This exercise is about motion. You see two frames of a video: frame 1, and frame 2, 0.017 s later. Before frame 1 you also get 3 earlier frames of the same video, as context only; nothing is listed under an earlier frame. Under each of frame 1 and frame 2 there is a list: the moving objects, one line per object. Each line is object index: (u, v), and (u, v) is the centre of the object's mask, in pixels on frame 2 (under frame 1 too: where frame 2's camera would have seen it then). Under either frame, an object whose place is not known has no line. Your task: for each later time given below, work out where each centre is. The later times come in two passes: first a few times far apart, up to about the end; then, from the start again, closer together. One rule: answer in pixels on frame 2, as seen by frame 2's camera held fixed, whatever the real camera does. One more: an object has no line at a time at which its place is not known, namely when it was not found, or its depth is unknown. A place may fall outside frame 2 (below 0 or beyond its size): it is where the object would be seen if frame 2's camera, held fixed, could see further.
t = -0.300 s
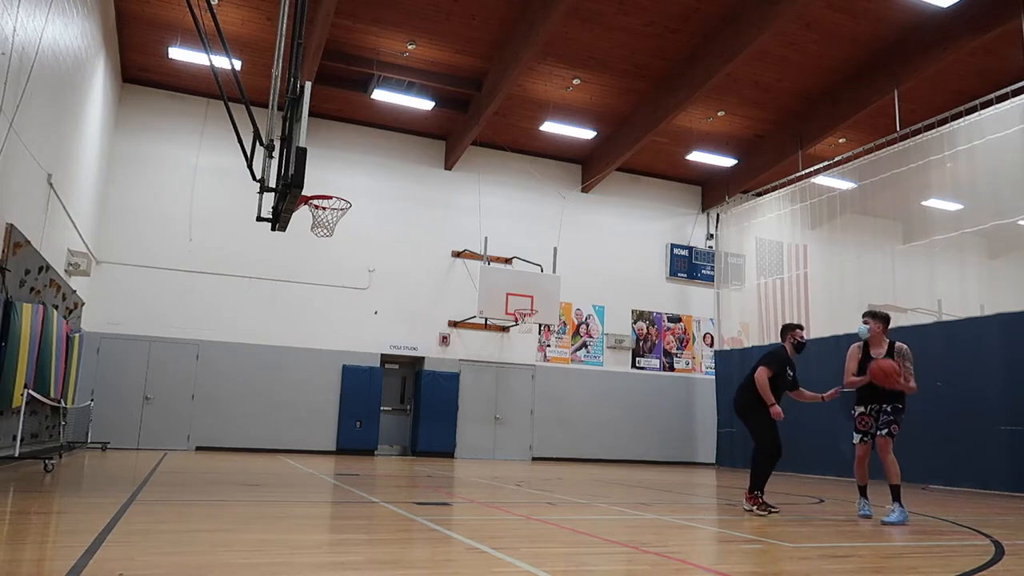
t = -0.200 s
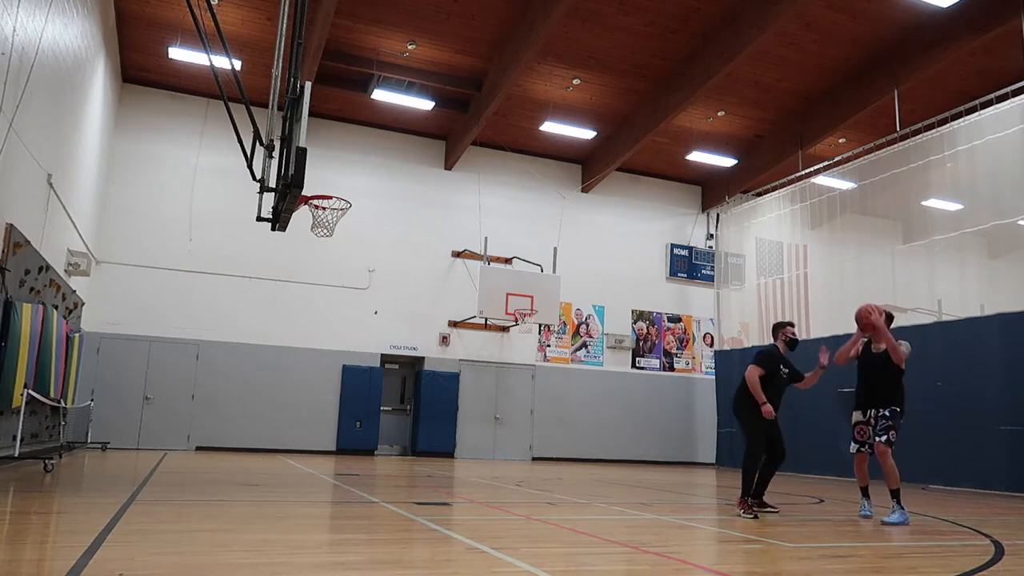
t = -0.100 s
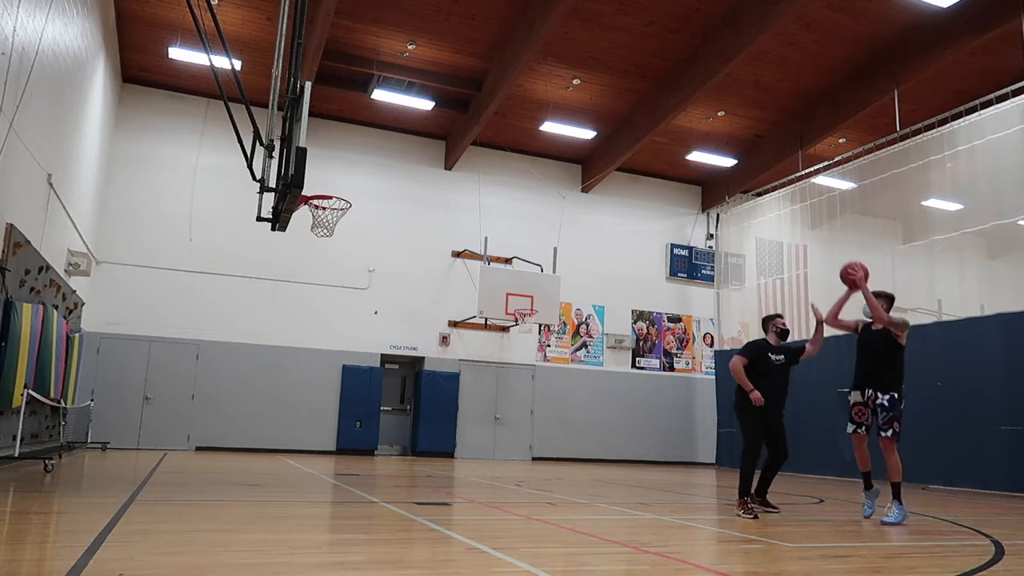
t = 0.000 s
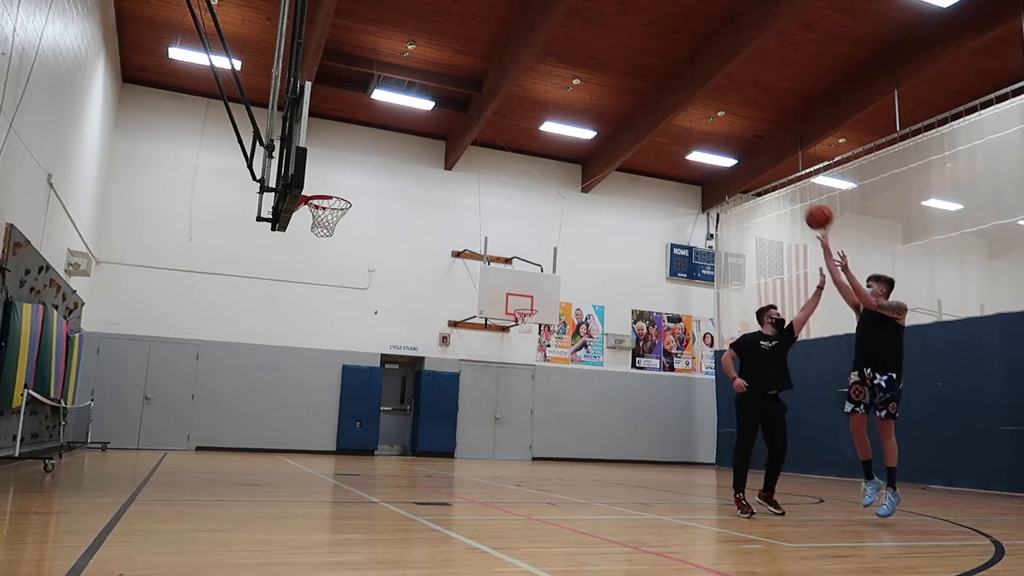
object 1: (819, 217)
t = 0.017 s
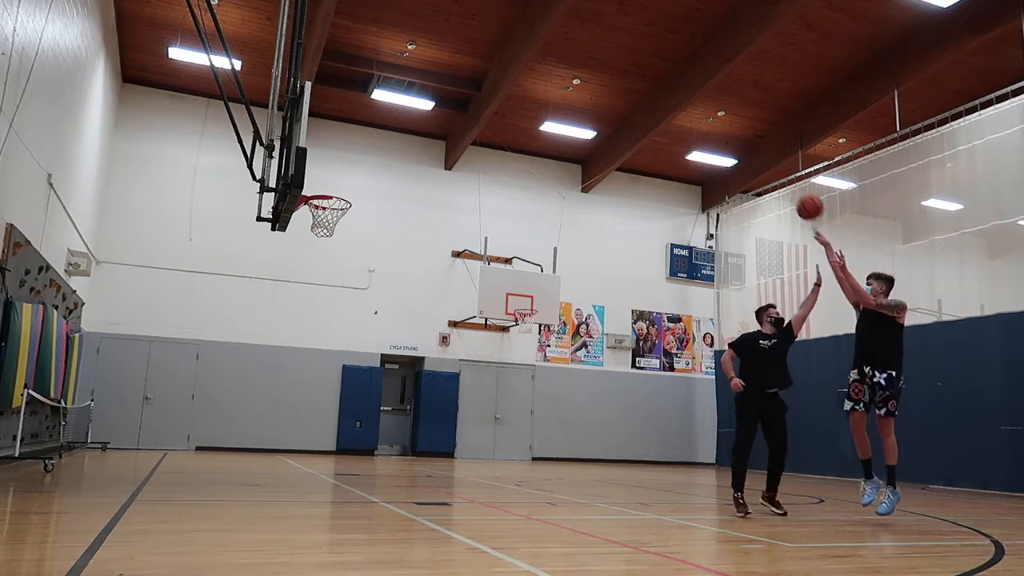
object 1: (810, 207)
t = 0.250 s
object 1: (693, 110)
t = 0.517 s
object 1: (578, 71)
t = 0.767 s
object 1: (478, 92)
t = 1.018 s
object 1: (384, 164)
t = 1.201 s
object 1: (390, 209)
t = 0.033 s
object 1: (801, 198)
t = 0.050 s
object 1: (792, 188)
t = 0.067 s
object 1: (782, 179)
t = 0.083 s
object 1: (774, 171)
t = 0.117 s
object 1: (757, 157)
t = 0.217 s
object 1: (708, 119)
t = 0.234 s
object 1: (701, 114)
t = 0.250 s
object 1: (693, 110)
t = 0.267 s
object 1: (685, 105)
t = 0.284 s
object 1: (677, 101)
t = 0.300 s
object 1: (670, 97)
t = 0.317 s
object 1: (663, 93)
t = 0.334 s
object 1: (655, 90)
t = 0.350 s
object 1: (648, 88)
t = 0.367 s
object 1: (641, 85)
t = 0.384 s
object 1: (634, 81)
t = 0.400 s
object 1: (627, 79)
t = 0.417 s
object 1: (620, 77)
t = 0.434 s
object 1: (613, 75)
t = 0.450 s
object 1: (606, 73)
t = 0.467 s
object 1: (599, 72)
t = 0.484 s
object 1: (591, 71)
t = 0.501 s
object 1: (584, 71)
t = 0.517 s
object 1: (578, 71)
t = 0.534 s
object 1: (571, 71)
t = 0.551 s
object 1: (565, 71)
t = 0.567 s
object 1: (558, 70)
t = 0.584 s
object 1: (551, 71)
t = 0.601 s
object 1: (544, 72)
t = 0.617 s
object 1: (537, 73)
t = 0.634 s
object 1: (531, 74)
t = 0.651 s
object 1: (524, 76)
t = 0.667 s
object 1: (518, 77)
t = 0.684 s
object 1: (511, 79)
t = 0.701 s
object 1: (505, 81)
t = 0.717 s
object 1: (498, 83)
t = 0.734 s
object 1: (491, 86)
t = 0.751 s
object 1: (485, 89)
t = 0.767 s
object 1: (478, 92)
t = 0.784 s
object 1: (472, 96)
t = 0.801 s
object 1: (466, 99)
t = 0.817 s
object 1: (459, 102)
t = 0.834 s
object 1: (454, 106)
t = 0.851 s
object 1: (448, 110)
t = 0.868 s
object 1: (442, 114)
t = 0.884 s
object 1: (436, 120)
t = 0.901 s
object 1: (428, 124)
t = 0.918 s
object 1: (422, 129)
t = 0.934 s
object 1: (415, 134)
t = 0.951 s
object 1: (409, 140)
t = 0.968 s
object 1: (402, 147)
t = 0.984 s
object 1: (396, 152)
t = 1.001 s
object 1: (390, 158)
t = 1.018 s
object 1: (384, 164)
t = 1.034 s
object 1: (377, 171)
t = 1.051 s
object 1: (371, 178)
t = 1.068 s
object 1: (365, 185)
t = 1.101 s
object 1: (354, 198)
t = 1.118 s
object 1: (360, 200)
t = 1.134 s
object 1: (366, 201)
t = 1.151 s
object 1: (372, 203)
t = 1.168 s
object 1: (378, 205)
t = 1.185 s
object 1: (384, 207)
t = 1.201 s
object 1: (390, 209)
